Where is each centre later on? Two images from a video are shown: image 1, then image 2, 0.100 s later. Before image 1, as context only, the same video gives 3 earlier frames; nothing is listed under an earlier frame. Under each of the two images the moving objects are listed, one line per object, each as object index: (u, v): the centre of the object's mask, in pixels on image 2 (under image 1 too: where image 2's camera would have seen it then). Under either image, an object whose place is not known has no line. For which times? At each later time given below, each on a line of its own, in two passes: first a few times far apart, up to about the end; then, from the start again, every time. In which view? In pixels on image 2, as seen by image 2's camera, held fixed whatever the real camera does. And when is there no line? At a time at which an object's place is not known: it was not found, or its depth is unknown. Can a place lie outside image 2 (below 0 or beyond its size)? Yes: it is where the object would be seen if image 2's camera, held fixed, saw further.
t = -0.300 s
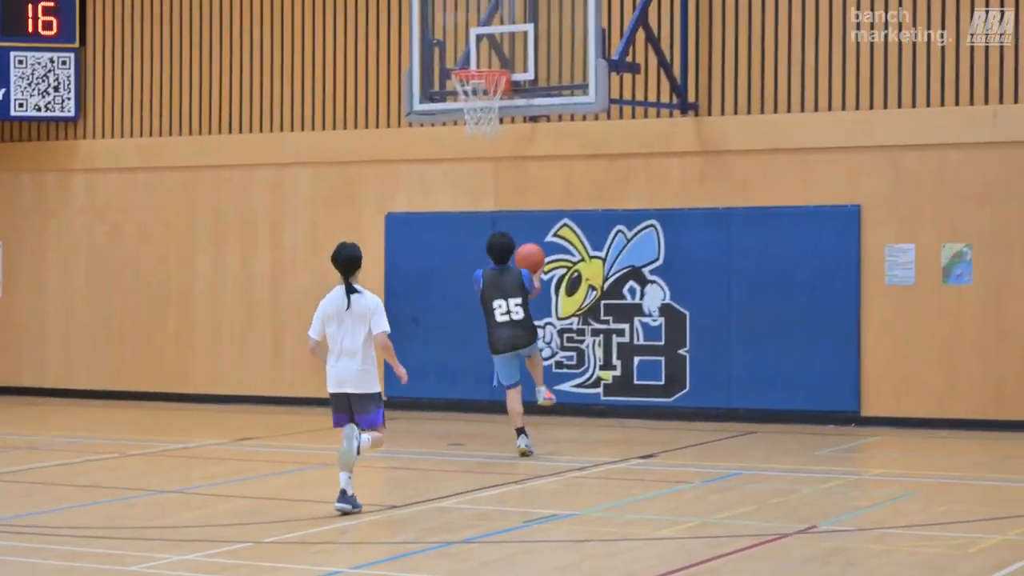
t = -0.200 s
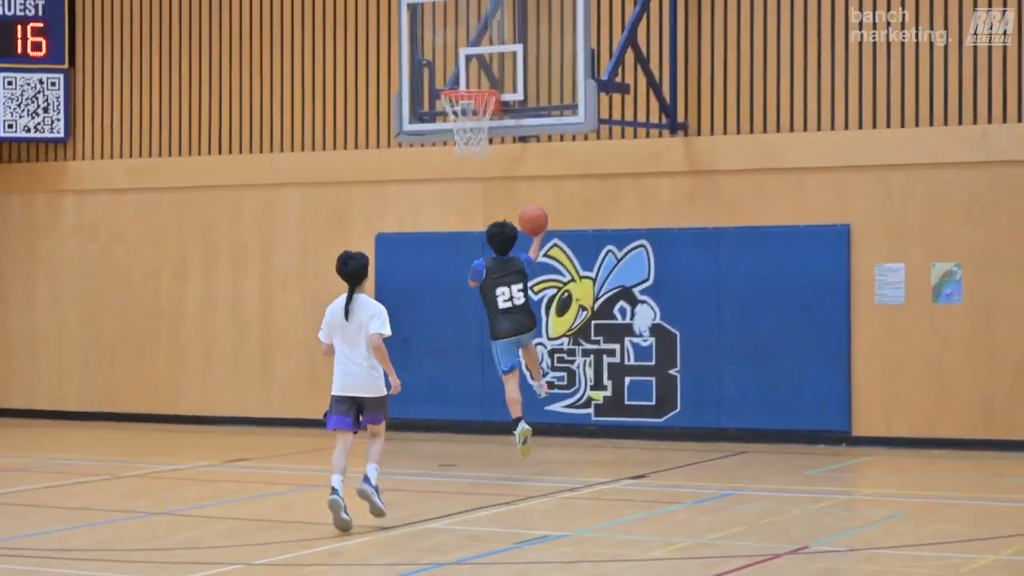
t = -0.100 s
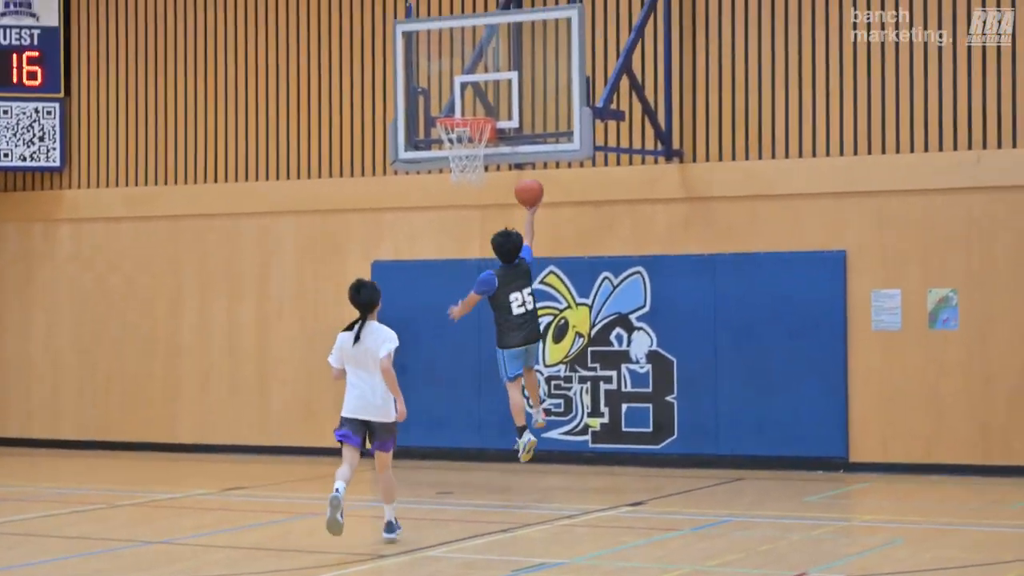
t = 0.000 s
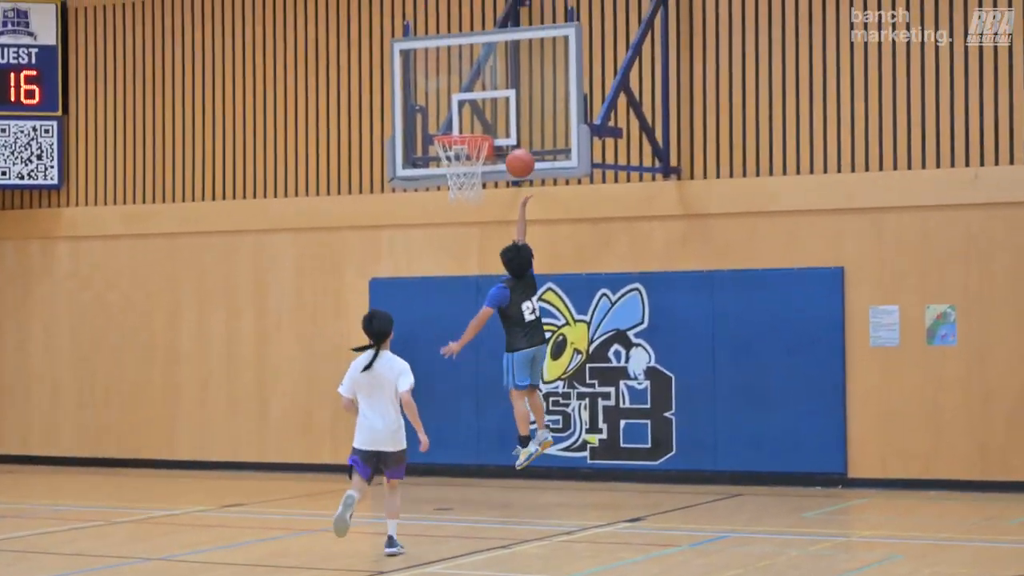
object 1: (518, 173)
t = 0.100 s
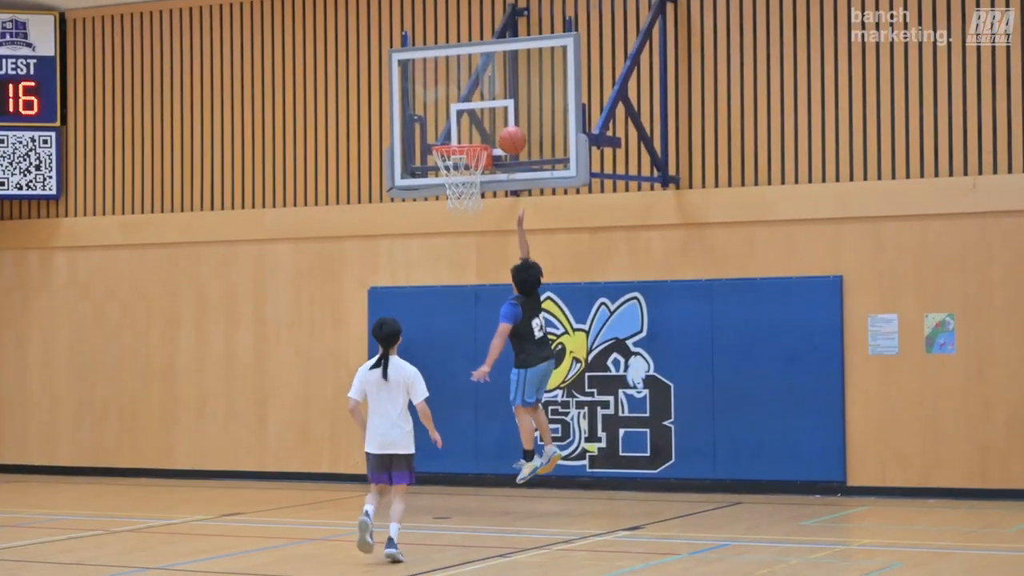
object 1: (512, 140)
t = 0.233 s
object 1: (504, 116)
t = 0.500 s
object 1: (473, 124)
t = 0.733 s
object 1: (446, 192)
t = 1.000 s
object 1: (439, 302)
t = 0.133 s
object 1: (510, 132)
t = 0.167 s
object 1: (508, 126)
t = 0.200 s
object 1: (506, 120)
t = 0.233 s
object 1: (504, 116)
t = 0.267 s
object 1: (502, 113)
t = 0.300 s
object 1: (500, 111)
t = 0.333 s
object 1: (495, 110)
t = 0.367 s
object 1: (491, 111)
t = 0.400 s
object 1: (486, 112)
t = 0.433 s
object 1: (482, 115)
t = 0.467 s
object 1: (477, 119)
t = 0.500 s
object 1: (473, 124)
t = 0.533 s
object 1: (469, 131)
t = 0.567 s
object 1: (464, 136)
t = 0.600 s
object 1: (459, 140)
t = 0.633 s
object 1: (453, 161)
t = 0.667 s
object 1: (451, 172)
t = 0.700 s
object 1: (448, 183)
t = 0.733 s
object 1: (446, 192)
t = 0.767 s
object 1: (445, 204)
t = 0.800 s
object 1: (444, 212)
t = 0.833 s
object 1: (444, 224)
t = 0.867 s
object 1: (443, 237)
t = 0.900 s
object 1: (442, 251)
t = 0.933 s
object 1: (441, 267)
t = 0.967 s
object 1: (440, 284)
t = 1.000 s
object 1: (439, 302)
